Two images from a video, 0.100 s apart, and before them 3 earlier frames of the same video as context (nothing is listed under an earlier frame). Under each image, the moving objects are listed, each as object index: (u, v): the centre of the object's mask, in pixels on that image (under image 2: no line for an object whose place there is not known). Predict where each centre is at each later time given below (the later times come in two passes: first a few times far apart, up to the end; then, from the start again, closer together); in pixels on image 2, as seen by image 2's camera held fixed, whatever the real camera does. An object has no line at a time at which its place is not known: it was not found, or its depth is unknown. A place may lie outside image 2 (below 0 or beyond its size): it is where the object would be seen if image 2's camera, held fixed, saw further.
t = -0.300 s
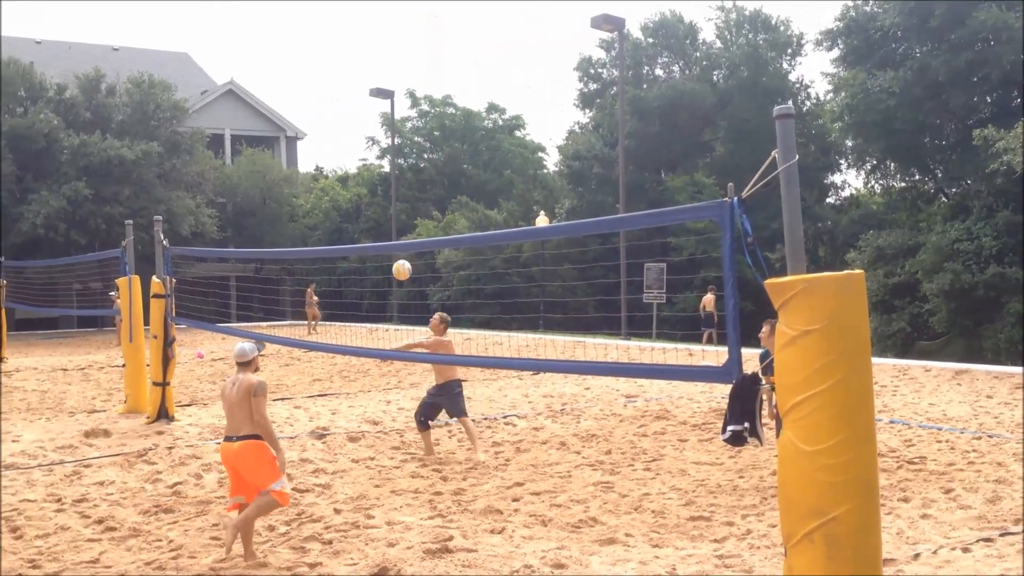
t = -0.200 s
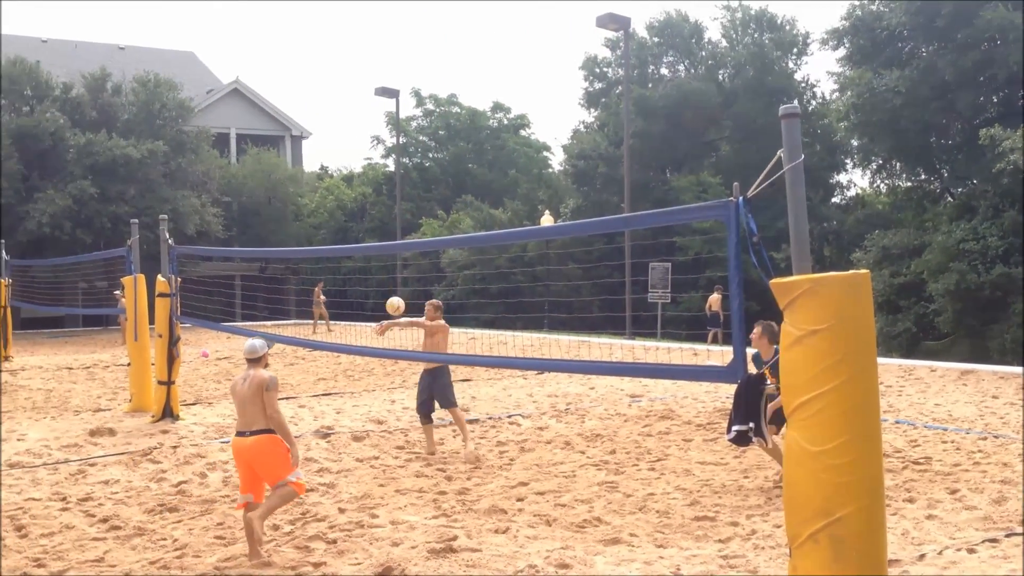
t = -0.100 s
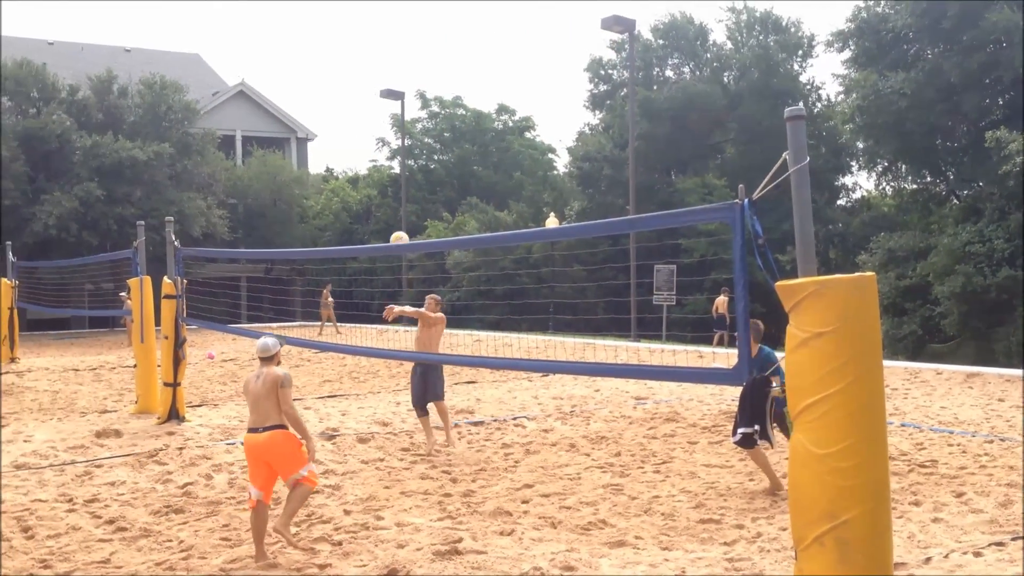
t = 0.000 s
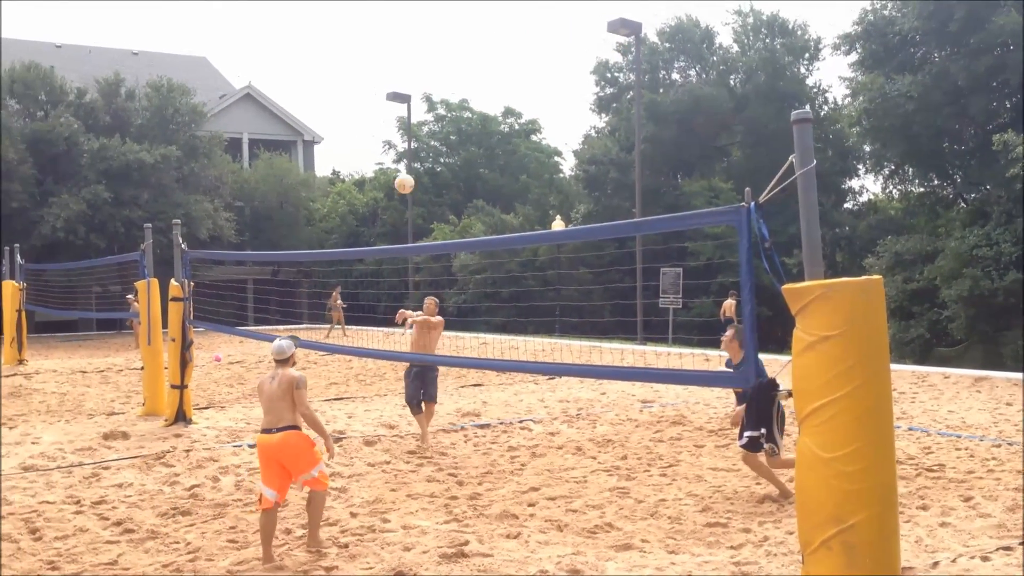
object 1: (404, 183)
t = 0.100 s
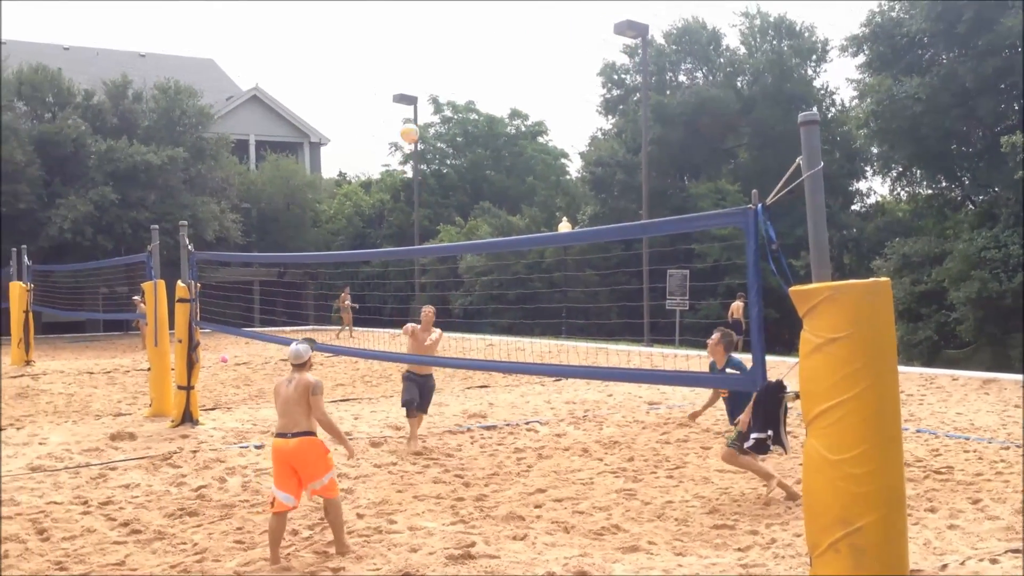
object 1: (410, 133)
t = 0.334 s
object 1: (407, 44)
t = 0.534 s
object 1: (409, 2)
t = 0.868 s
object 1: (412, 7)
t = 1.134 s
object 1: (417, 89)
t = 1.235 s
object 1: (418, 136)
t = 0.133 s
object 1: (408, 119)
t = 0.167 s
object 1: (407, 104)
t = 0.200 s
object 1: (408, 91)
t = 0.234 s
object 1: (408, 78)
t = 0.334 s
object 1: (407, 44)
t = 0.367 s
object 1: (408, 35)
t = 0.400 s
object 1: (408, 26)
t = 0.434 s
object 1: (408, 18)
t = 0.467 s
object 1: (408, 12)
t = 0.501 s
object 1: (408, 5)
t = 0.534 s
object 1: (409, 2)
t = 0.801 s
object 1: (411, 0)
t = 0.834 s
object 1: (411, 3)
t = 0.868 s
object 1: (412, 7)
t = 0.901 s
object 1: (413, 15)
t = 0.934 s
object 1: (413, 21)
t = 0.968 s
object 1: (414, 30)
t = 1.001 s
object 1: (414, 39)
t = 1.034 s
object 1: (415, 51)
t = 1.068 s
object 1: (415, 62)
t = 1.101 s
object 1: (416, 75)
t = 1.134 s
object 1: (417, 89)
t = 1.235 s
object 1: (418, 136)
